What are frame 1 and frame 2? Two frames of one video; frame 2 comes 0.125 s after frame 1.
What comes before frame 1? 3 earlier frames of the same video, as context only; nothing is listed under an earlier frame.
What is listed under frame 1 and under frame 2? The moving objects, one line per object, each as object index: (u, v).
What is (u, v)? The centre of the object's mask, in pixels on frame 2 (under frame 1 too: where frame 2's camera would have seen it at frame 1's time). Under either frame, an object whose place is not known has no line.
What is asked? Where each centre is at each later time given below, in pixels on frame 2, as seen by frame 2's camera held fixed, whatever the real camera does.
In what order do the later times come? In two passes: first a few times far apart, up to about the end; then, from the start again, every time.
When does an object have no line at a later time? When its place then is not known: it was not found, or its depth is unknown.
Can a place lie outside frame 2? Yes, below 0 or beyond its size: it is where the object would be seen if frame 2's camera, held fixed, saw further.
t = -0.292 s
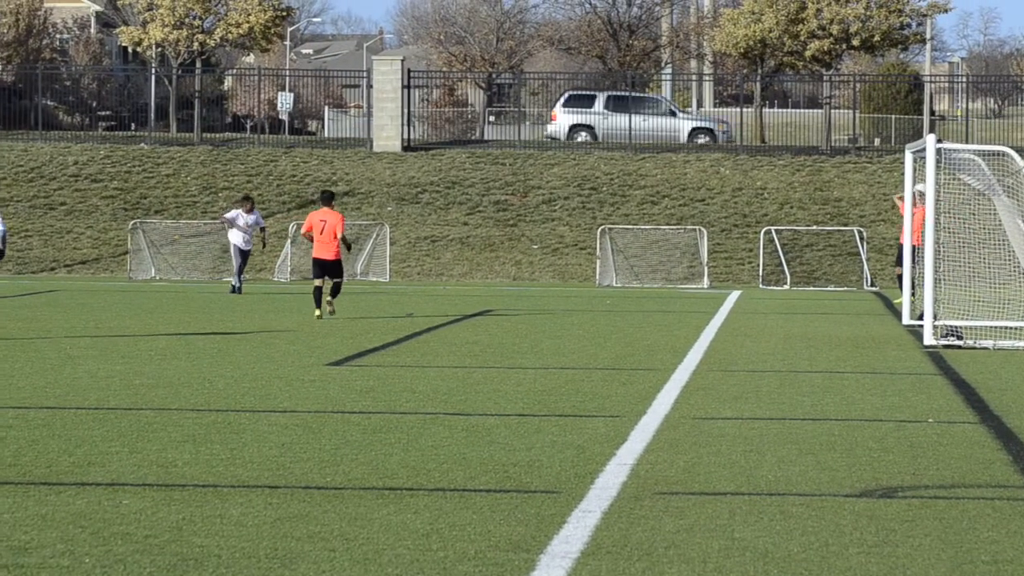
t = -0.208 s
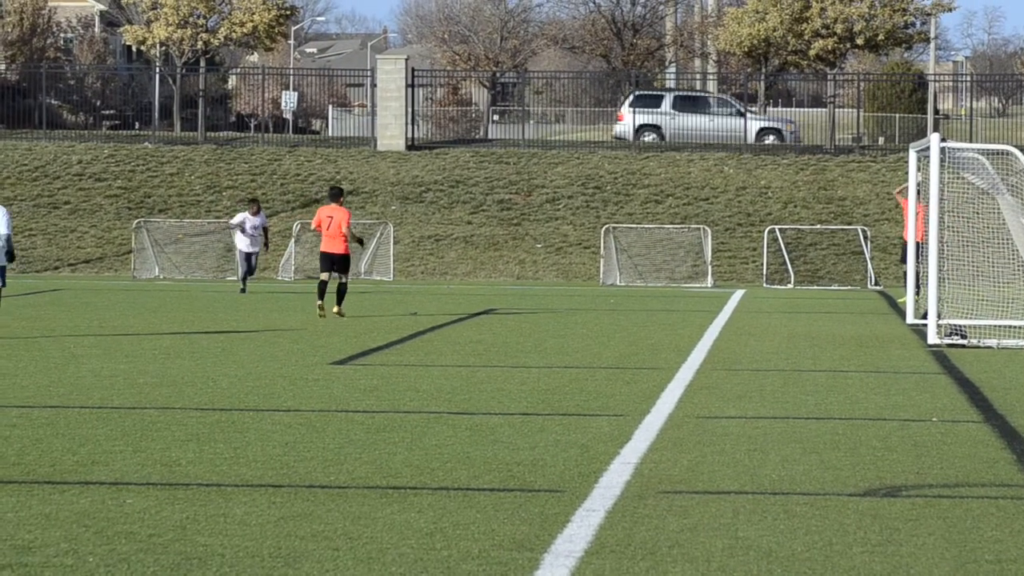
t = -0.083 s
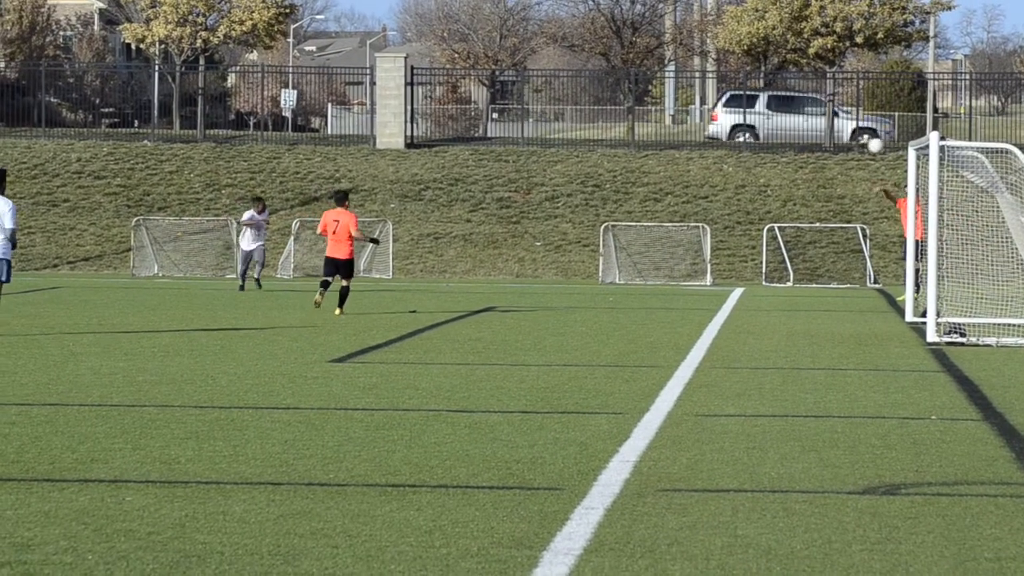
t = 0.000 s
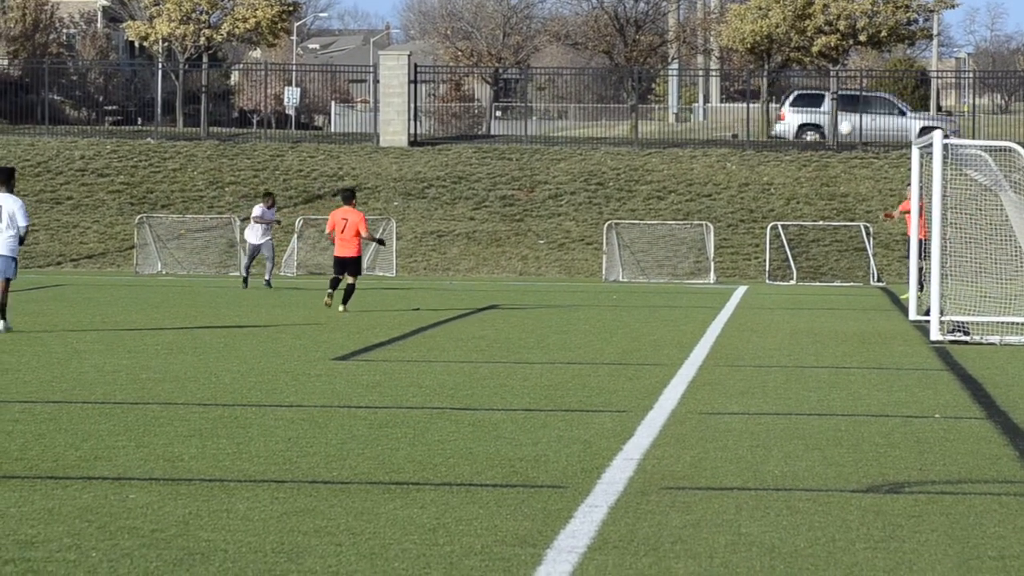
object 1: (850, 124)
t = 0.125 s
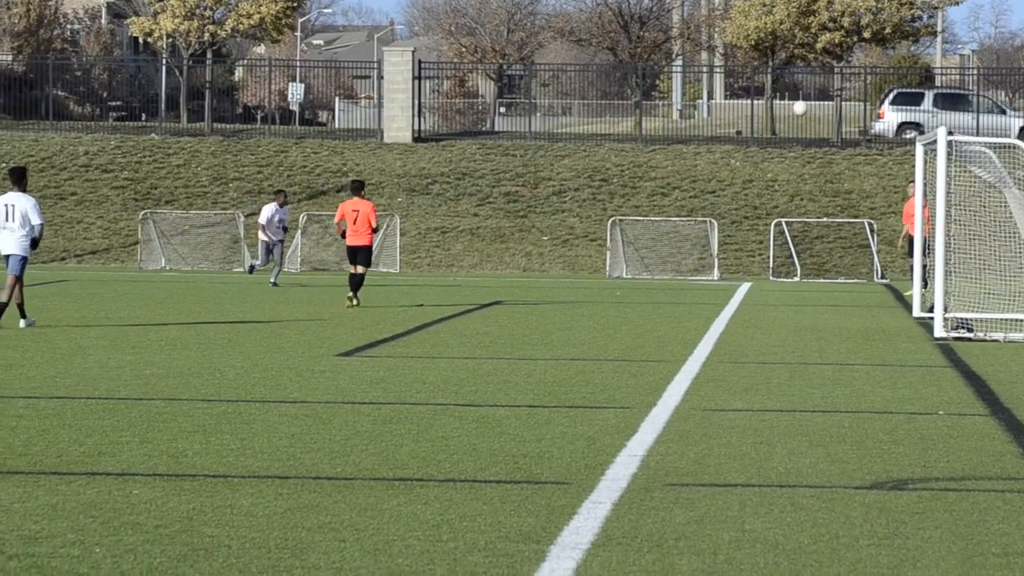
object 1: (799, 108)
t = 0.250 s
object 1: (749, 102)
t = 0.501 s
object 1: (646, 124)
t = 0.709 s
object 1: (556, 176)
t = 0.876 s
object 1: (484, 239)
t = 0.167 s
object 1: (783, 104)
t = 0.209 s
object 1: (766, 102)
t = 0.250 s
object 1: (749, 102)
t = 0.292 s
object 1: (732, 102)
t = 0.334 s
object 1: (715, 105)
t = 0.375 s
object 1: (698, 107)
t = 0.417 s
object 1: (681, 112)
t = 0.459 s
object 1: (663, 117)
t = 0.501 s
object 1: (646, 124)
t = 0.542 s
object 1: (628, 132)
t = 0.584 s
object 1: (610, 141)
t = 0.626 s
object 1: (592, 152)
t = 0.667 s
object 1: (574, 164)
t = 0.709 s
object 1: (556, 176)
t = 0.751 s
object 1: (538, 190)
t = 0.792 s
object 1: (520, 205)
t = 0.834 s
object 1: (502, 222)
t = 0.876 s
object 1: (484, 239)
